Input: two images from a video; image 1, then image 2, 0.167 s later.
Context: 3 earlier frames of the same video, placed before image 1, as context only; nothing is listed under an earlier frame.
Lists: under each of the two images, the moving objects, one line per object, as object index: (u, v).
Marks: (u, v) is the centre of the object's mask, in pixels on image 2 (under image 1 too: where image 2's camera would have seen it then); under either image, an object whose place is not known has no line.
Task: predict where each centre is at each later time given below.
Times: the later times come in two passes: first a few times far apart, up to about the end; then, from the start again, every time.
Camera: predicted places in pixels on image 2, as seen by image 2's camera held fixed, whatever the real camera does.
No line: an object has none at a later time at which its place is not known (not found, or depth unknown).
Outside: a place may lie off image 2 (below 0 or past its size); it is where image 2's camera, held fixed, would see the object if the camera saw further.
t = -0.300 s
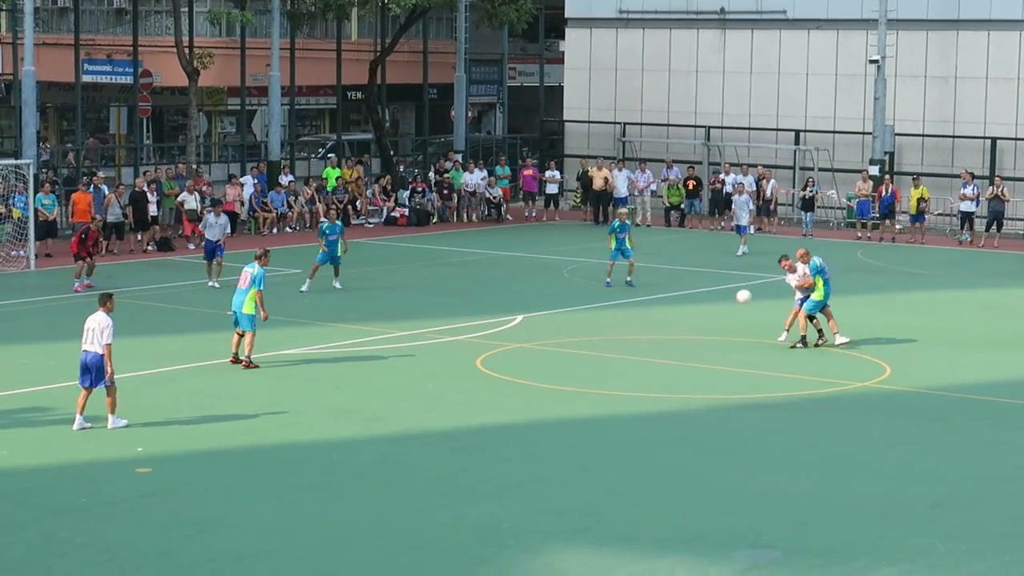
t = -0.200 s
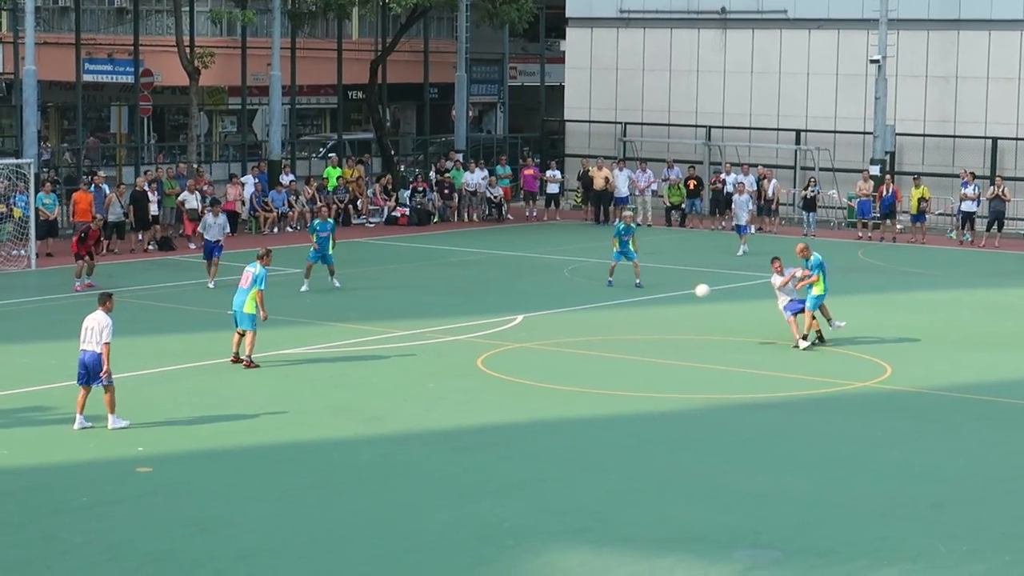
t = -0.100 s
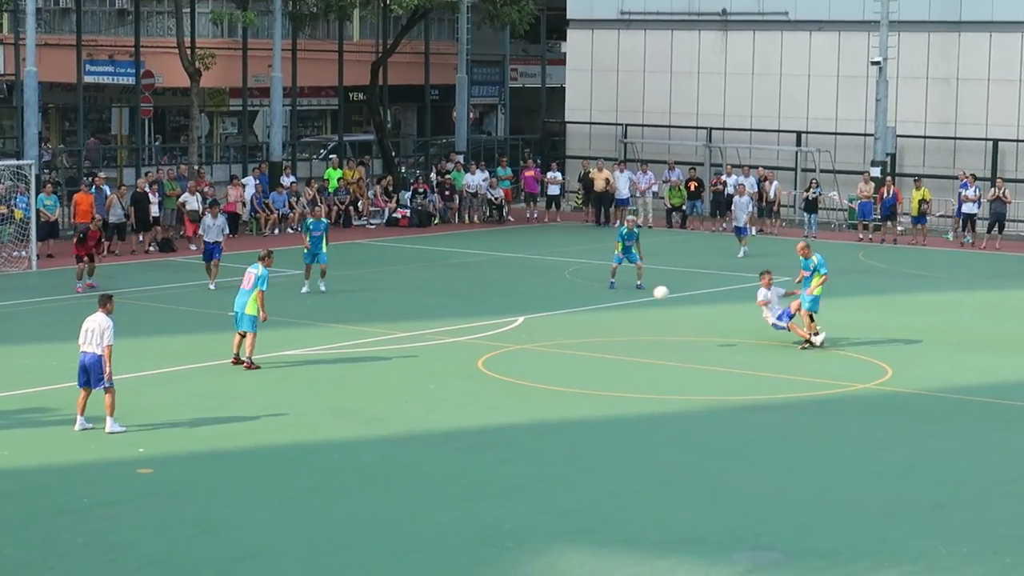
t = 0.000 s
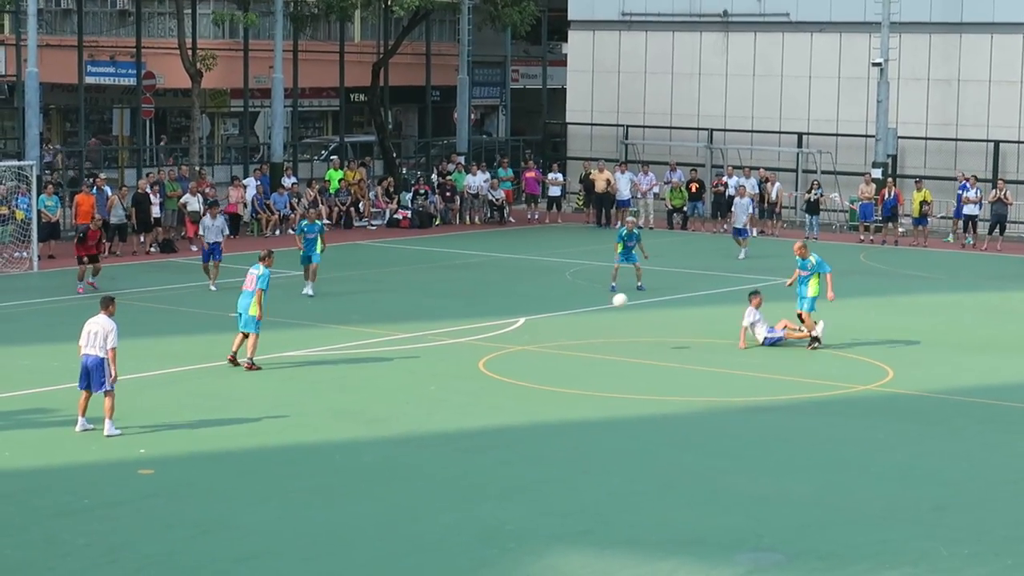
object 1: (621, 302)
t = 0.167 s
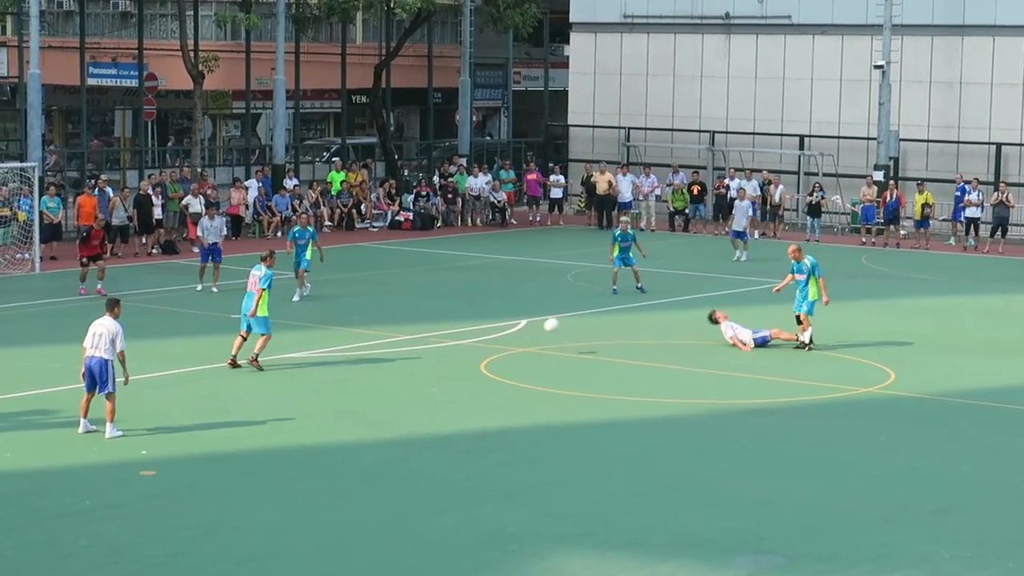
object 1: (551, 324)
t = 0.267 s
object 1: (509, 347)
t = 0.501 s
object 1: (454, 320)
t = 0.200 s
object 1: (536, 331)
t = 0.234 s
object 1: (523, 338)
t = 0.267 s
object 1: (509, 347)
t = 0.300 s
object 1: (499, 345)
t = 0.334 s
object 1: (491, 339)
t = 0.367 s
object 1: (484, 333)
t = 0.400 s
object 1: (476, 329)
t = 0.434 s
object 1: (469, 325)
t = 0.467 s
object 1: (462, 323)
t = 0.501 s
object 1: (454, 320)
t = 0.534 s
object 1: (446, 319)
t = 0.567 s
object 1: (439, 318)
